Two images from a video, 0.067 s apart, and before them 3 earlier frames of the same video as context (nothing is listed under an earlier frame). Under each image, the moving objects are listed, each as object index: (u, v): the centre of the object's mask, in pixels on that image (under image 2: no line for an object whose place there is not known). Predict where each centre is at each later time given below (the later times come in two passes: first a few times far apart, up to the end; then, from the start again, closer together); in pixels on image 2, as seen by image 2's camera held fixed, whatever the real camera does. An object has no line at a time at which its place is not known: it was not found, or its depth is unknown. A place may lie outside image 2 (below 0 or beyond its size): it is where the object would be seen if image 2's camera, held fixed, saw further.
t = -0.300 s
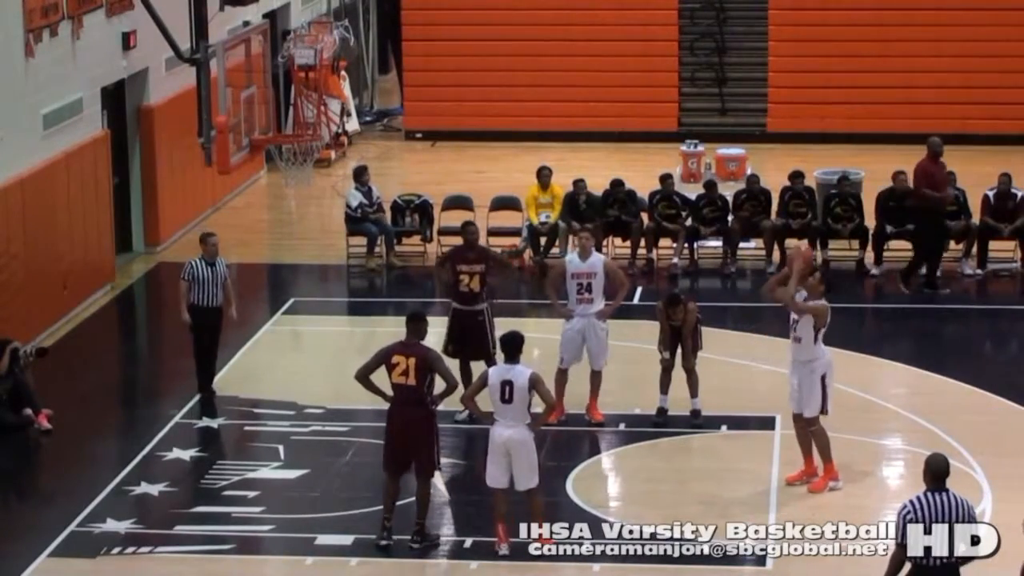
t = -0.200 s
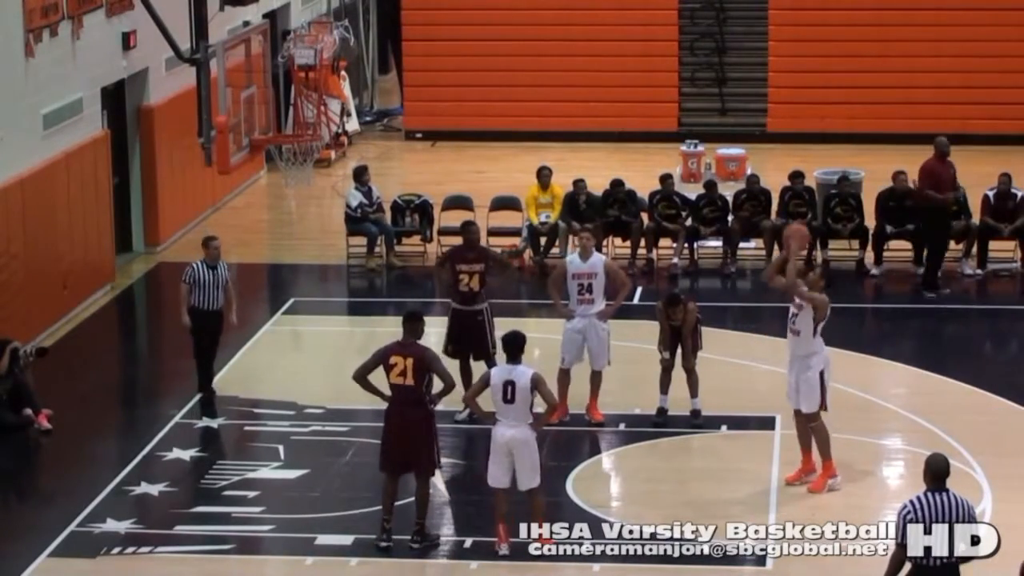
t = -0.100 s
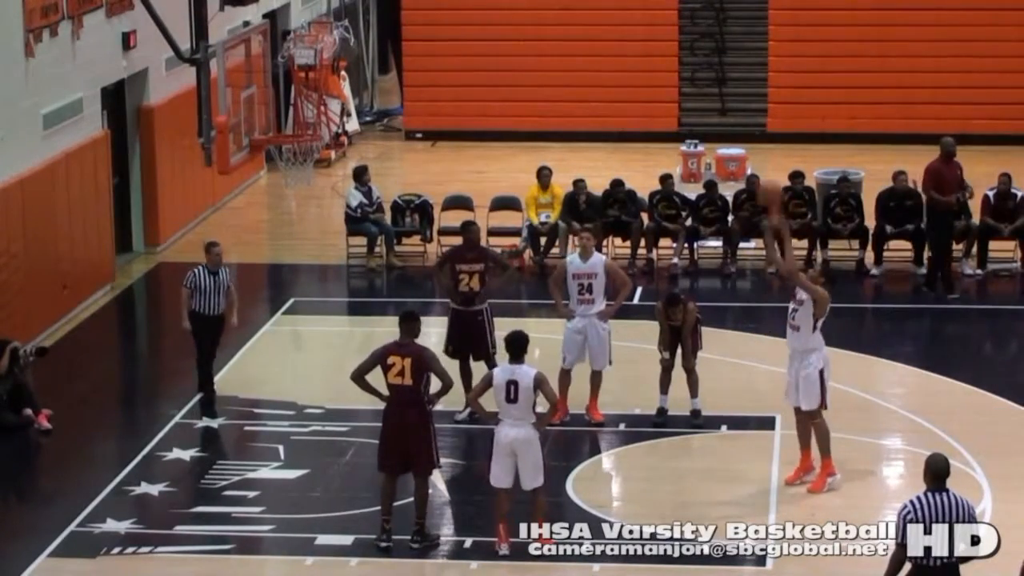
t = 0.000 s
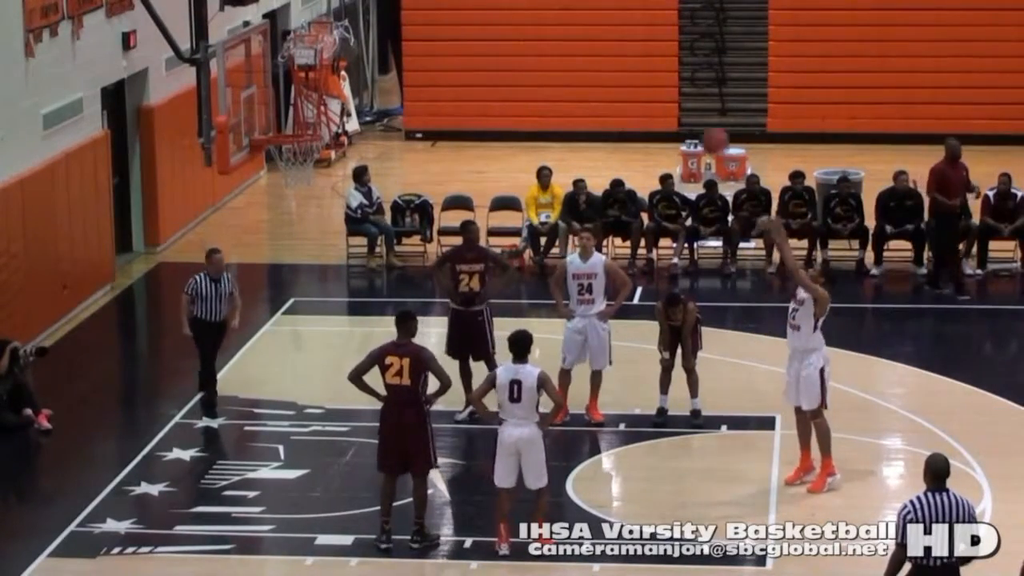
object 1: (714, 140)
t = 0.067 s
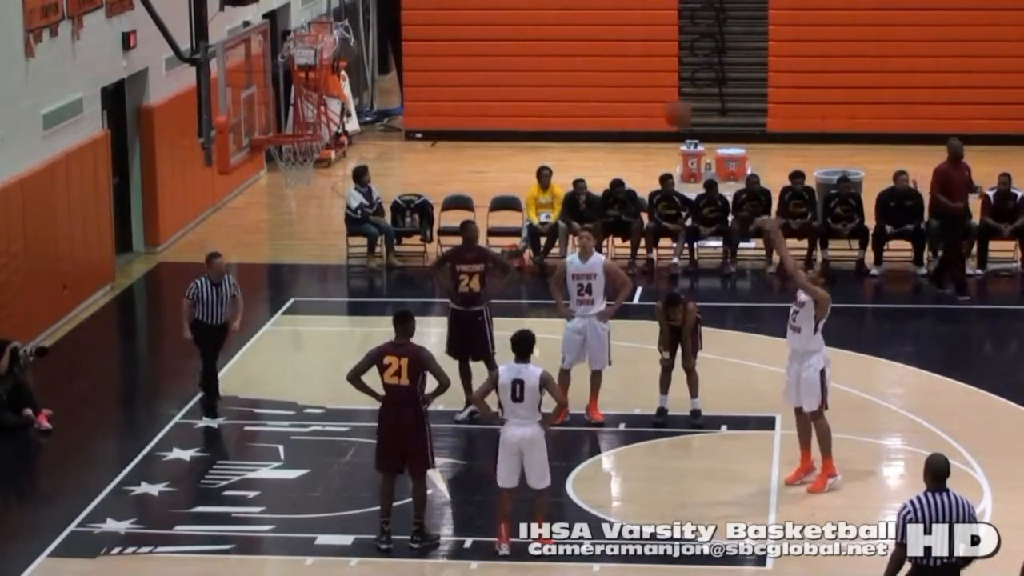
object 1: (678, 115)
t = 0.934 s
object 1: (293, 115)
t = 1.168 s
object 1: (335, 96)
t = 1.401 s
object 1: (384, 138)
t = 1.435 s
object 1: (392, 150)
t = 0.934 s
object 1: (293, 115)
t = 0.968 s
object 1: (298, 108)
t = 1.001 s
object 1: (306, 101)
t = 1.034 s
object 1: (309, 97)
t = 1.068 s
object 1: (317, 97)
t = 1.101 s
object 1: (322, 95)
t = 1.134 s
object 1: (330, 94)
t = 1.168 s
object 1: (335, 96)
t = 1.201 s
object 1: (344, 97)
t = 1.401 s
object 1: (384, 138)
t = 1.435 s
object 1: (392, 150)
